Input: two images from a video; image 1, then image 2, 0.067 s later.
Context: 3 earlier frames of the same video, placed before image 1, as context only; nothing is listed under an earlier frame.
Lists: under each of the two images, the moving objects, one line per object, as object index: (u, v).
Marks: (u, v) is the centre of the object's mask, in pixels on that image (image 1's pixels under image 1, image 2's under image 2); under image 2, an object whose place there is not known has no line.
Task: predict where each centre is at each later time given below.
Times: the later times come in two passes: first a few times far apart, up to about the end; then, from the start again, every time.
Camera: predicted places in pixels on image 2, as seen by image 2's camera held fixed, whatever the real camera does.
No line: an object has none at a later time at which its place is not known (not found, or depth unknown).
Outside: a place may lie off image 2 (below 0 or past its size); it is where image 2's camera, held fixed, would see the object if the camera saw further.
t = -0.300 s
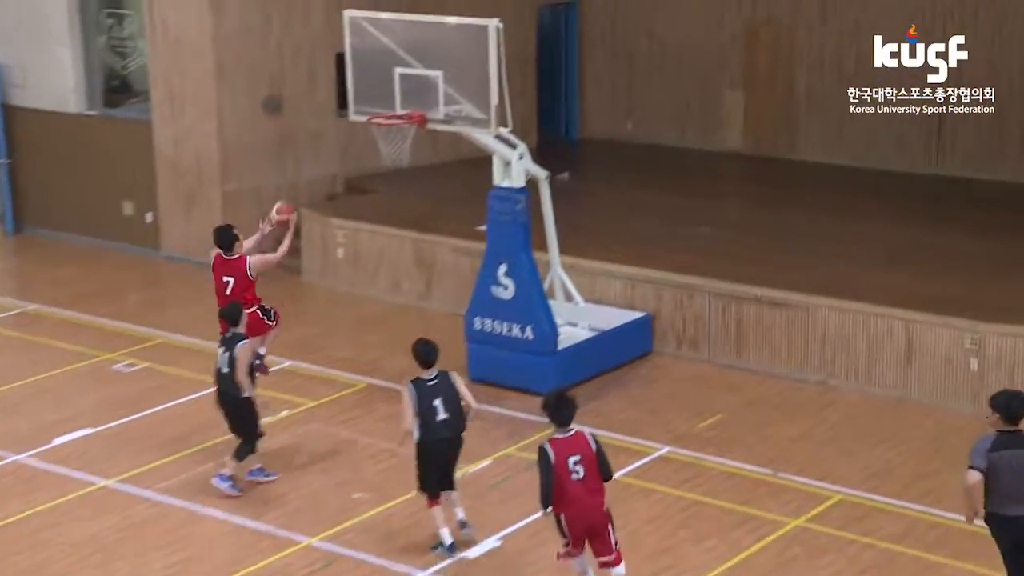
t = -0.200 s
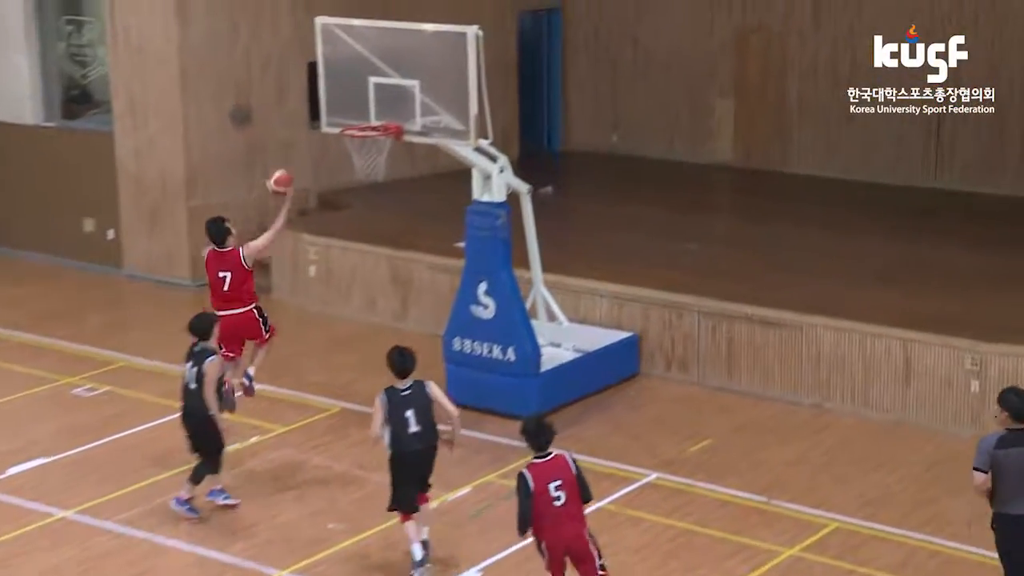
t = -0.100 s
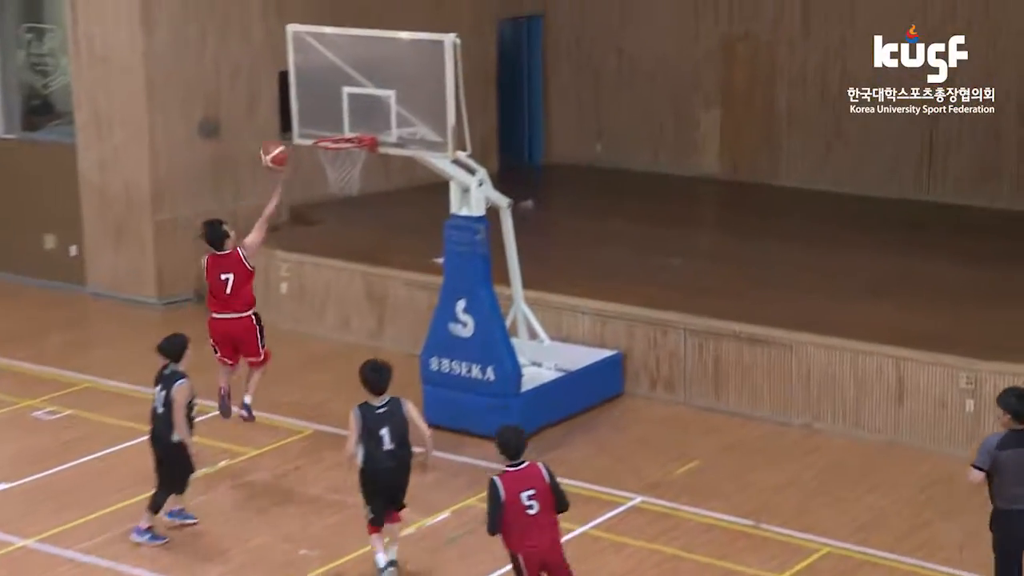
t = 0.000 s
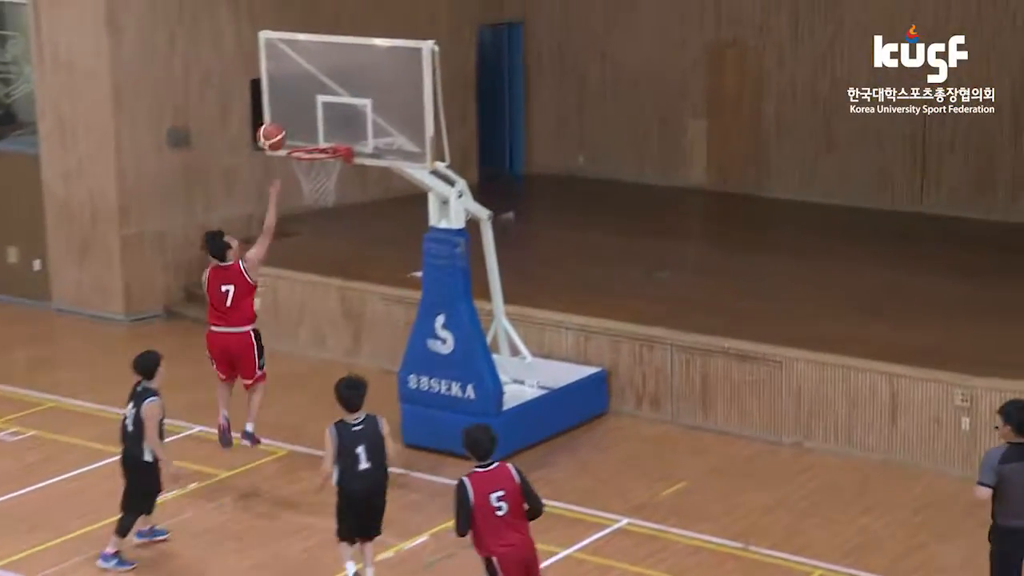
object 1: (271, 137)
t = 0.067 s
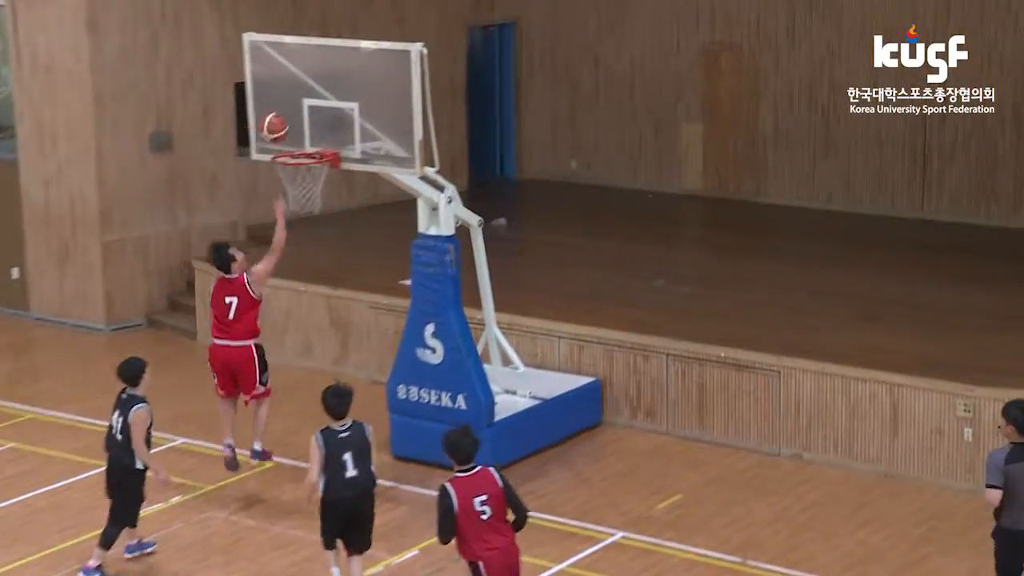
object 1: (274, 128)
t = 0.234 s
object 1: (310, 116)
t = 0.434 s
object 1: (300, 156)
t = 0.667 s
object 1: (292, 221)
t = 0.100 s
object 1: (281, 123)
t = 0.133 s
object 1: (291, 119)
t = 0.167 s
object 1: (300, 117)
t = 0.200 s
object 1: (308, 116)
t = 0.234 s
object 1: (310, 116)
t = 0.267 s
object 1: (309, 120)
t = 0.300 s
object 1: (308, 125)
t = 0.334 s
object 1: (306, 131)
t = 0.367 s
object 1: (304, 137)
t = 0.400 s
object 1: (302, 147)
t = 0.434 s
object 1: (300, 156)
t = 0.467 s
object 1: (298, 165)
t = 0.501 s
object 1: (299, 176)
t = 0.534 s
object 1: (297, 181)
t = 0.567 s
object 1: (293, 191)
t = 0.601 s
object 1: (295, 203)
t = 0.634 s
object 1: (292, 212)
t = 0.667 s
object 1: (292, 221)
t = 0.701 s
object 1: (288, 235)
